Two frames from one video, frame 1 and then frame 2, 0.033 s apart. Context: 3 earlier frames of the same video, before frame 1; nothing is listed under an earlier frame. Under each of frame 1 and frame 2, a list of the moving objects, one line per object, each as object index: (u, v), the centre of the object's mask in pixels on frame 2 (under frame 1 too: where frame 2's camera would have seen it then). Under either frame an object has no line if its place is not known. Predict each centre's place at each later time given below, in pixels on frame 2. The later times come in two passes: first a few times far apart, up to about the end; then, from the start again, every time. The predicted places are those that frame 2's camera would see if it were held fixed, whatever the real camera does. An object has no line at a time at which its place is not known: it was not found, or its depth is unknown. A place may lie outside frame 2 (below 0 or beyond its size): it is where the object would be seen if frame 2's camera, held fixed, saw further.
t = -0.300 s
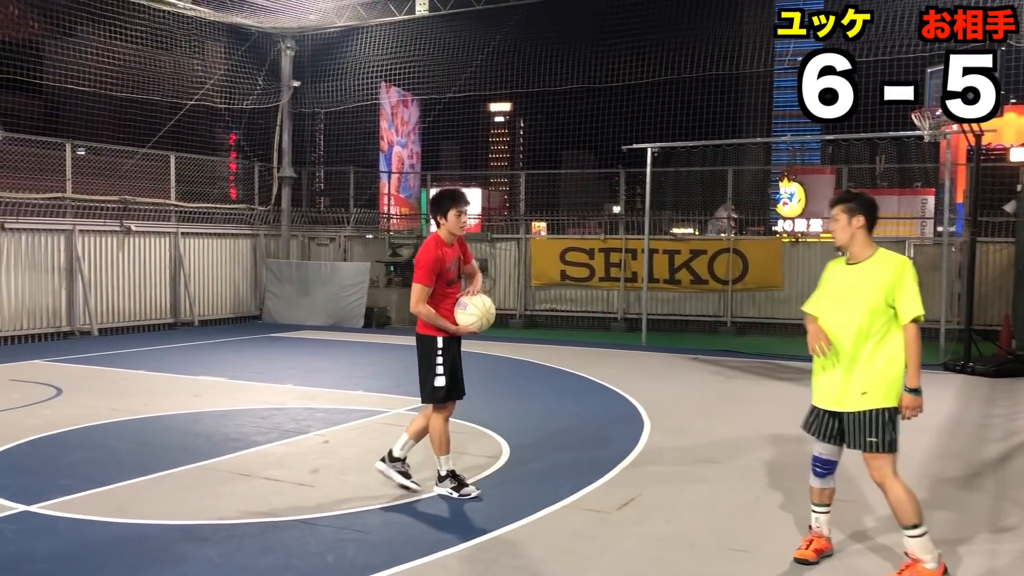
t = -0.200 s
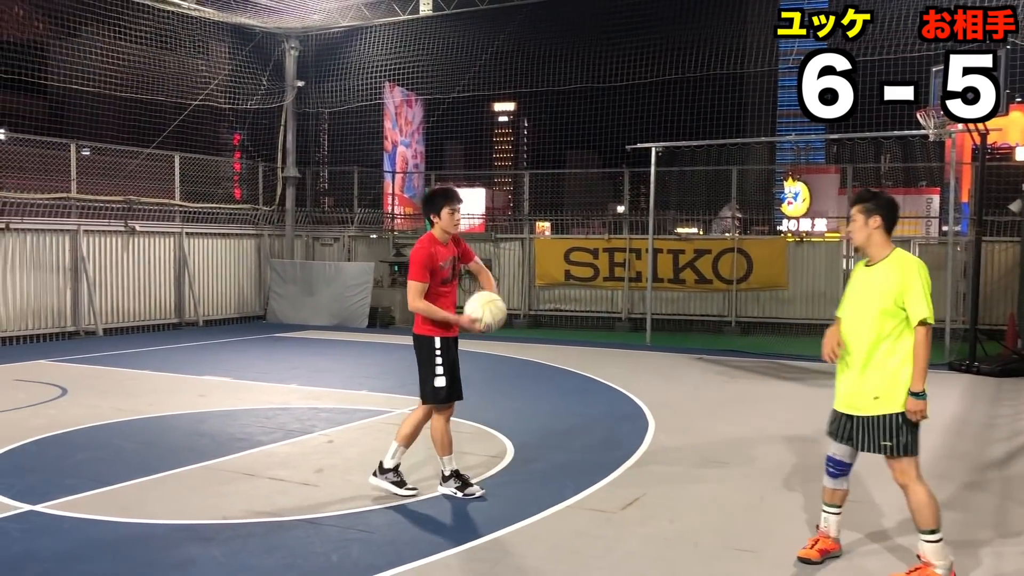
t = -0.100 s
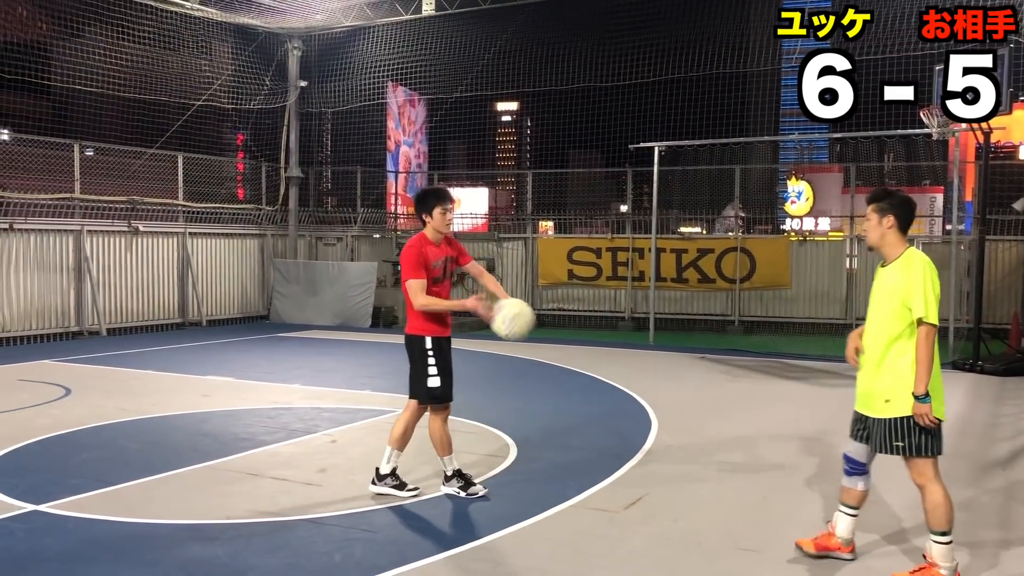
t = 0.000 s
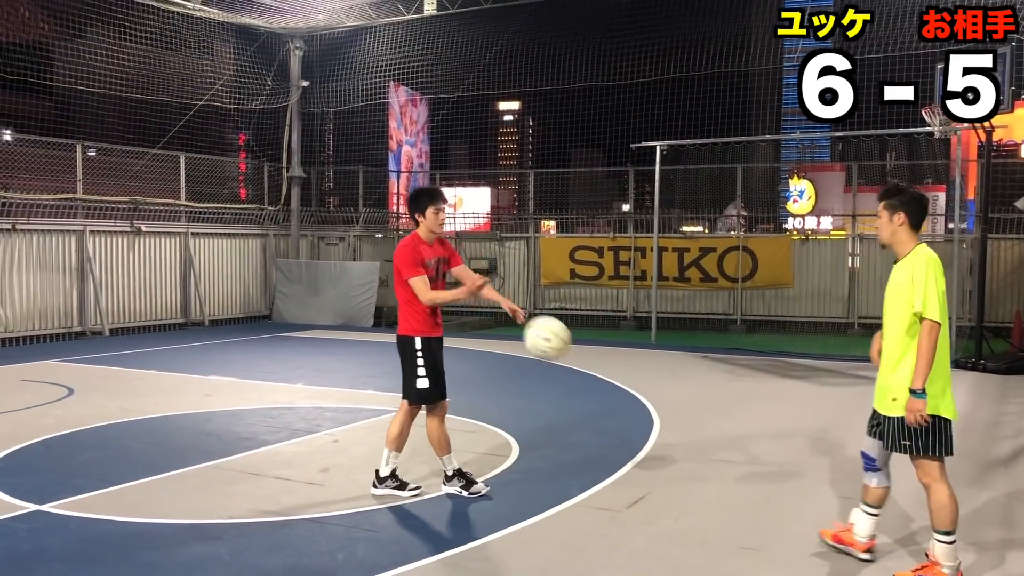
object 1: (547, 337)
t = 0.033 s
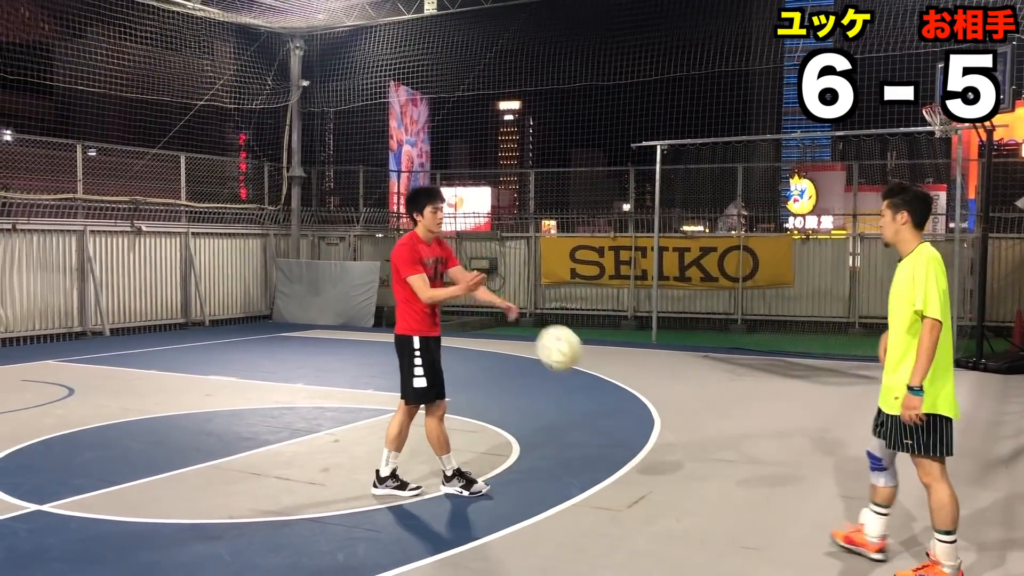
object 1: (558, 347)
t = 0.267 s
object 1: (646, 491)
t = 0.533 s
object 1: (741, 402)
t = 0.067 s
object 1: (571, 361)
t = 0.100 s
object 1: (582, 377)
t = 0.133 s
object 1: (595, 395)
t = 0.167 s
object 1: (608, 415)
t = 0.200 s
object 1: (619, 437)
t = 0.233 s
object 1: (633, 463)
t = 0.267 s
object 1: (646, 491)
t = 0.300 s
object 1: (659, 509)
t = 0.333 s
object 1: (670, 488)
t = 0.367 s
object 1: (682, 468)
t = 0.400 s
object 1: (694, 451)
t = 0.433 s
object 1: (706, 436)
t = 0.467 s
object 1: (717, 422)
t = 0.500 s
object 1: (729, 411)
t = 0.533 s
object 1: (741, 402)
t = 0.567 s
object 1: (753, 395)
